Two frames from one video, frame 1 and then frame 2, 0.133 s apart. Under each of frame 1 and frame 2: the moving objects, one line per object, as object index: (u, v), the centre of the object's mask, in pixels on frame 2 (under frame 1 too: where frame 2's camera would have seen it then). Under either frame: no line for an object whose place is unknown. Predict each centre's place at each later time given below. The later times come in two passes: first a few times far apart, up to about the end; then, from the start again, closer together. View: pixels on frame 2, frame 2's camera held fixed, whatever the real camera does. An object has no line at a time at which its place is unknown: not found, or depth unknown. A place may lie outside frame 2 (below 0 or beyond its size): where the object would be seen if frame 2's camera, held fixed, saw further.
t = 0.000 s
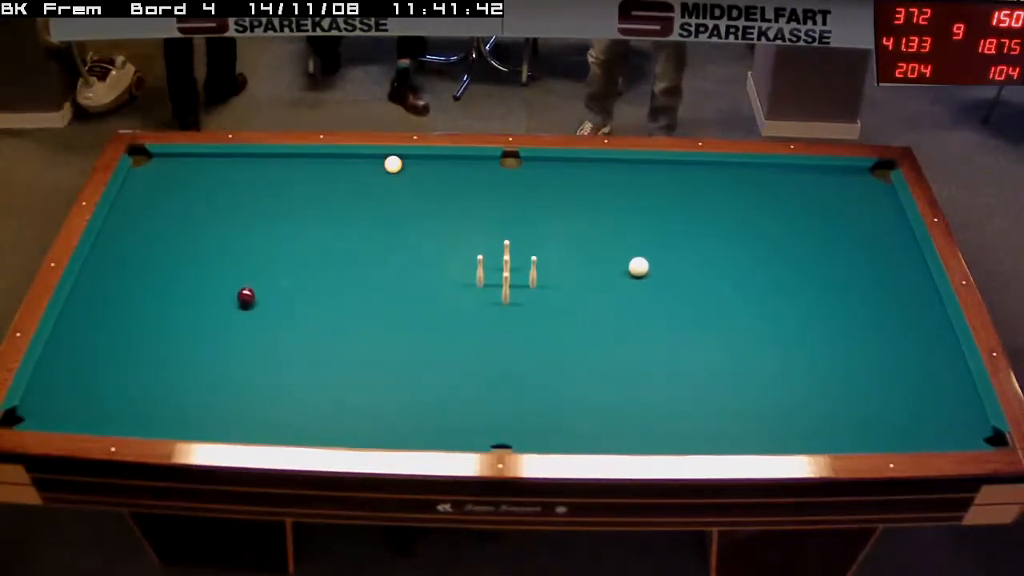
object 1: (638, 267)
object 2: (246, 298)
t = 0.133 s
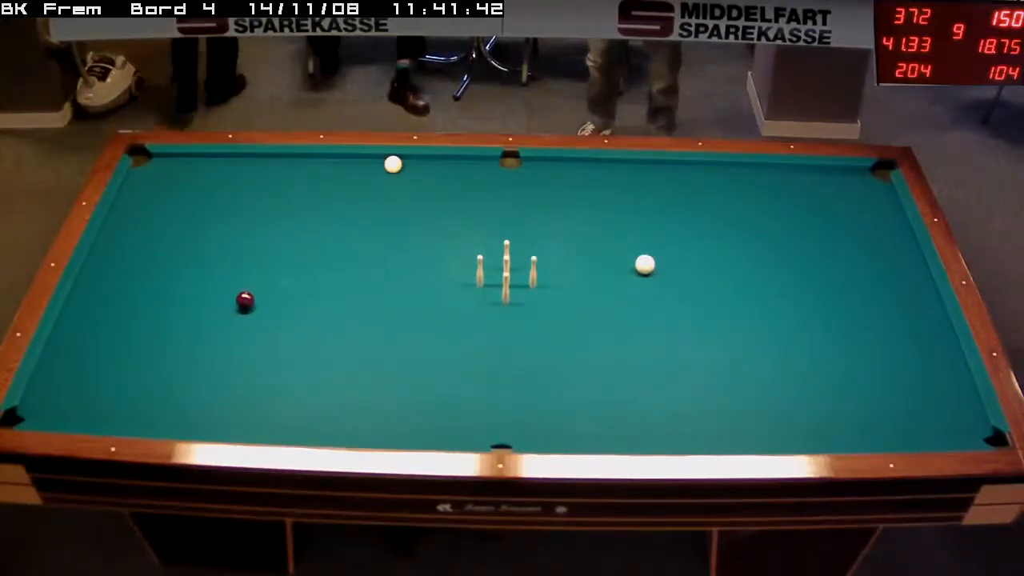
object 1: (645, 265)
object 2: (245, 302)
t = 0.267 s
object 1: (650, 263)
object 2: (244, 306)
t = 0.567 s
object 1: (663, 258)
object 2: (242, 313)
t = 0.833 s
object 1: (674, 254)
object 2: (241, 320)
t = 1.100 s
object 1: (683, 251)
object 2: (240, 326)
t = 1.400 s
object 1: (693, 248)
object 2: (239, 332)
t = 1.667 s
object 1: (701, 245)
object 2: (238, 336)
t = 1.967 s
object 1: (708, 243)
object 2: (238, 340)
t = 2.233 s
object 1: (714, 241)
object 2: (237, 343)
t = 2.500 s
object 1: (719, 239)
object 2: (237, 346)
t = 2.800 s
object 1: (724, 237)
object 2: (236, 347)
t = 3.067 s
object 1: (727, 236)
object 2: (236, 348)
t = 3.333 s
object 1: (730, 236)
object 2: (236, 348)
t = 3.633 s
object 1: (732, 235)
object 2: (236, 349)
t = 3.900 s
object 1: (733, 235)
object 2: (236, 349)
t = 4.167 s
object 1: (734, 235)
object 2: (236, 348)
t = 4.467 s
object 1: (734, 235)
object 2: (236, 348)
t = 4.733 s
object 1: (734, 235)
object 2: (236, 349)
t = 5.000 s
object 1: (734, 235)
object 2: (236, 349)
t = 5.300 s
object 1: (734, 235)
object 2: (236, 348)
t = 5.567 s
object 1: (734, 235)
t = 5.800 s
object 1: (734, 235)
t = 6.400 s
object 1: (734, 235)
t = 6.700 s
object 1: (734, 235)
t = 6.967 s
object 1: (734, 235)
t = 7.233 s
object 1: (734, 235)
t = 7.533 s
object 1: (734, 235)
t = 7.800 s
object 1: (734, 235)
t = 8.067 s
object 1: (734, 235)
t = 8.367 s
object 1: (734, 235)
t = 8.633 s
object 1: (734, 235)
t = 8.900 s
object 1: (734, 235)
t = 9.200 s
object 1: (734, 235)
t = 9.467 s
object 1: (734, 235)
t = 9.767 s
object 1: (734, 235)
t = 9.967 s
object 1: (734, 235)
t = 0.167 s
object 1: (646, 264)
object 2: (245, 303)
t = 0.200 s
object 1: (647, 263)
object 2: (245, 304)
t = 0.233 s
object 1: (649, 263)
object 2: (244, 305)
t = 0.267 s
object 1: (650, 263)
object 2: (244, 306)
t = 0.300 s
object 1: (652, 262)
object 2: (244, 306)
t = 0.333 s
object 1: (653, 261)
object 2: (244, 307)
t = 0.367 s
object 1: (655, 261)
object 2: (244, 308)
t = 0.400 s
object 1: (656, 260)
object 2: (243, 309)
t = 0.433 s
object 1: (658, 260)
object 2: (243, 310)
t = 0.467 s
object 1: (659, 259)
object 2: (243, 311)
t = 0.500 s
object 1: (660, 259)
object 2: (243, 312)
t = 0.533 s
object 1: (662, 259)
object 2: (243, 313)
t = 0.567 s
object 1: (663, 258)
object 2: (242, 313)
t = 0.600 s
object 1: (665, 258)
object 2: (242, 314)
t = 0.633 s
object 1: (666, 257)
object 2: (242, 315)
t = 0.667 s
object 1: (667, 257)
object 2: (242, 316)
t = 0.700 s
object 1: (669, 256)
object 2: (242, 317)
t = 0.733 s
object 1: (670, 256)
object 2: (242, 317)
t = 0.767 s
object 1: (671, 255)
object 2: (241, 318)
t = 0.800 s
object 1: (672, 255)
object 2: (241, 319)
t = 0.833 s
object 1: (674, 254)
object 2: (241, 320)
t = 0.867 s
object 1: (675, 254)
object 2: (241, 321)
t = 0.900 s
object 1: (676, 254)
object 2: (241, 321)
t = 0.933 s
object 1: (677, 253)
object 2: (241, 322)
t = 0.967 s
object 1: (679, 253)
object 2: (240, 323)
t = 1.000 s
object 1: (680, 253)
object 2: (240, 324)
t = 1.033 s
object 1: (681, 252)
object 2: (240, 324)
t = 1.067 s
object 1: (682, 252)
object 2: (240, 325)
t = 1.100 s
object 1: (683, 251)
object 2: (240, 326)
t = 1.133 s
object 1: (685, 251)
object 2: (240, 326)
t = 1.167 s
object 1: (686, 251)
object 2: (240, 327)
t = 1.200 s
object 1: (687, 250)
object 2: (240, 328)
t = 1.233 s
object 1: (688, 250)
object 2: (240, 328)
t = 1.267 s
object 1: (689, 249)
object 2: (240, 329)
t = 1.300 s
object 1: (690, 249)
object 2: (240, 330)
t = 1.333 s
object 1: (691, 249)
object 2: (239, 330)
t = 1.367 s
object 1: (692, 249)
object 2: (239, 331)
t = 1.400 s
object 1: (693, 248)
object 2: (239, 332)
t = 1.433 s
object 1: (694, 248)
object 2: (239, 332)
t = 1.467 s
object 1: (695, 247)
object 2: (239, 333)
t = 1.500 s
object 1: (696, 247)
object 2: (239, 334)
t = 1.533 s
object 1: (697, 247)
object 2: (239, 334)
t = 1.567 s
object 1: (698, 246)
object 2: (239, 334)
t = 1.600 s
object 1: (699, 246)
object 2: (239, 335)
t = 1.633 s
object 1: (700, 246)
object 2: (238, 336)
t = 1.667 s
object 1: (701, 245)
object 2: (238, 336)
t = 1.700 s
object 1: (702, 245)
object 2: (238, 337)
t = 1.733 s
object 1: (702, 245)
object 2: (238, 337)
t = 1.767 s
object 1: (703, 245)
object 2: (238, 338)
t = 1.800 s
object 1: (704, 244)
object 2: (238, 338)
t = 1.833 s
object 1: (705, 244)
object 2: (238, 339)
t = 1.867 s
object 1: (706, 244)
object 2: (238, 339)
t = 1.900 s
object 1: (707, 243)
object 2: (238, 340)
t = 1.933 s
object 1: (708, 243)
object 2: (238, 340)
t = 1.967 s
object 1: (708, 243)
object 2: (238, 340)
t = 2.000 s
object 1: (709, 243)
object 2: (238, 340)
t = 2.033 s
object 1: (710, 242)
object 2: (238, 341)
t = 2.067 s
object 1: (711, 242)
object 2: (237, 341)
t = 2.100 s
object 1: (711, 242)
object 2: (237, 342)
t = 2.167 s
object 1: (713, 241)
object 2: (237, 343)
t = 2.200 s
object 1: (713, 241)
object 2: (237, 343)
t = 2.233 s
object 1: (714, 241)
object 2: (237, 343)
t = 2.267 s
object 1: (715, 241)
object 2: (237, 344)
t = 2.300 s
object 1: (716, 240)
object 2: (237, 344)
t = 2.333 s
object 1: (716, 240)
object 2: (237, 344)
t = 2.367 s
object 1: (717, 240)
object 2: (237, 345)
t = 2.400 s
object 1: (717, 240)
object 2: (237, 345)
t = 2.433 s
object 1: (718, 240)
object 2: (237, 345)
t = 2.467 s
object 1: (719, 239)
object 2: (237, 345)
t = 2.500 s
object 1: (719, 239)
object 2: (237, 346)
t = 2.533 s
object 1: (720, 239)
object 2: (237, 346)
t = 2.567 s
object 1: (720, 239)
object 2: (237, 346)
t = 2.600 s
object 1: (721, 239)
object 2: (237, 346)
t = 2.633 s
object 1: (721, 238)
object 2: (237, 347)
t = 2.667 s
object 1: (722, 238)
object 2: (237, 347)
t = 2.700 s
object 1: (722, 238)
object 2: (237, 347)
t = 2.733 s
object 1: (723, 238)
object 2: (236, 346)
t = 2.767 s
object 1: (723, 237)
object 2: (236, 347)
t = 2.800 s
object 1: (724, 237)
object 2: (236, 347)
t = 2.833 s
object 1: (724, 237)
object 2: (236, 347)
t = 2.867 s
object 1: (725, 237)
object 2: (236, 347)
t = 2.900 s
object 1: (725, 237)
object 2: (236, 348)
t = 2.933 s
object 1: (726, 237)
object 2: (236, 348)
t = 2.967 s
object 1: (726, 237)
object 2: (236, 348)
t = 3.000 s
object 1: (726, 237)
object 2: (236, 348)
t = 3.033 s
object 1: (727, 236)
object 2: (236, 348)
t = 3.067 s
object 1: (727, 236)
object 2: (236, 348)
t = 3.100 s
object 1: (728, 236)
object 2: (236, 348)
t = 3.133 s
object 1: (728, 236)
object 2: (236, 348)
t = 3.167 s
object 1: (728, 236)
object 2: (236, 348)
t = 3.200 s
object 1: (729, 236)
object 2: (236, 348)
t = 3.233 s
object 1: (729, 236)
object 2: (236, 348)
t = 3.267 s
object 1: (729, 236)
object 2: (236, 348)
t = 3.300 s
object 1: (730, 236)
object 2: (236, 348)
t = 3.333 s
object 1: (730, 236)
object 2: (236, 348)
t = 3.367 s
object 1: (730, 236)
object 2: (236, 349)
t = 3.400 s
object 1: (731, 235)
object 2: (236, 349)
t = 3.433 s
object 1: (731, 235)
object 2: (236, 349)
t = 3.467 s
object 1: (731, 235)
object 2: (236, 349)
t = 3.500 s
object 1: (731, 235)
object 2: (236, 349)
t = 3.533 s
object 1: (732, 235)
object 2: (236, 349)
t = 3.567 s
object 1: (732, 235)
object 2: (236, 349)
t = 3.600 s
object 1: (732, 235)
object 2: (236, 349)
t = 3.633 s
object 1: (732, 235)
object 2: (236, 349)
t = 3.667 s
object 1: (732, 235)
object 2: (236, 349)
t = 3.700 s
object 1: (732, 235)
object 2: (236, 349)
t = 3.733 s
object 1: (733, 235)
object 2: (236, 349)
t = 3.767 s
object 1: (733, 235)
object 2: (236, 349)
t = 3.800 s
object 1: (733, 235)
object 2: (236, 349)
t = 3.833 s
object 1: (733, 235)
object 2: (236, 349)
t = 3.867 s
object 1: (733, 235)
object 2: (236, 349)
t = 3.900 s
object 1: (733, 235)
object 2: (236, 349)
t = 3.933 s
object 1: (733, 235)
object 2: (236, 349)
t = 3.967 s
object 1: (733, 235)
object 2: (236, 349)
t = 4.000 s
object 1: (733, 235)
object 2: (236, 349)
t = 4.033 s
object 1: (733, 235)
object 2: (236, 349)
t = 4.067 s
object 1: (734, 235)
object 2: (236, 349)
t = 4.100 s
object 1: (734, 235)
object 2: (236, 349)
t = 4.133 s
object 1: (734, 235)
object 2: (236, 348)
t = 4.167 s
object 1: (734, 235)
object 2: (236, 348)
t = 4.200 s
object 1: (734, 235)
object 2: (236, 348)
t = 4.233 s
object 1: (734, 235)
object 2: (236, 348)
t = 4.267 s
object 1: (734, 235)
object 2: (236, 348)
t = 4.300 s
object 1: (734, 235)
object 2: (236, 348)
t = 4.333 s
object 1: (734, 235)
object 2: (236, 349)
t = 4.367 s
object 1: (734, 235)
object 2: (236, 348)
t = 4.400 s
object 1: (734, 235)
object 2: (236, 348)
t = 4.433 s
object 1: (734, 235)
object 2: (236, 348)
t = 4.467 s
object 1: (734, 235)
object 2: (236, 348)
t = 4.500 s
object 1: (734, 235)
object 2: (236, 349)
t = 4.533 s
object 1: (734, 235)
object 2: (236, 349)
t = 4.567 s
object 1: (734, 235)
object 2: (236, 349)
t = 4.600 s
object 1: (734, 235)
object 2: (236, 349)
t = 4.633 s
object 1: (734, 235)
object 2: (236, 349)
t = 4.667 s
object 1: (734, 235)
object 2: (236, 349)
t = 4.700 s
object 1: (734, 235)
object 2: (236, 349)
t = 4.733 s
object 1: (734, 235)
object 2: (236, 349)
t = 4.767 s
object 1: (734, 235)
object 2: (236, 349)
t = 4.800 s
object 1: (734, 235)
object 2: (236, 349)
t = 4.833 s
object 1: (734, 235)
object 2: (236, 349)
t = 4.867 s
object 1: (734, 235)
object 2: (236, 349)
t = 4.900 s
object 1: (734, 235)
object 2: (236, 349)
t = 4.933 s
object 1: (734, 235)
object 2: (236, 349)
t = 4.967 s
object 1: (734, 235)
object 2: (236, 349)
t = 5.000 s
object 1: (734, 235)
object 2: (236, 349)
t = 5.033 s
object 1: (734, 235)
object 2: (236, 349)
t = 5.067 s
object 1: (734, 235)
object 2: (236, 348)
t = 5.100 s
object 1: (734, 235)
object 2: (236, 349)
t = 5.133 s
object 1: (734, 235)
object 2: (236, 349)
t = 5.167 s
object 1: (734, 235)
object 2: (236, 349)
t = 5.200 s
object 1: (734, 235)
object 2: (236, 348)
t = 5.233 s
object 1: (734, 235)
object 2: (236, 348)
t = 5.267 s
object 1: (734, 235)
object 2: (236, 348)
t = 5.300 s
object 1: (734, 235)
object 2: (236, 348)
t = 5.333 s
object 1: (734, 235)
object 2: (236, 348)
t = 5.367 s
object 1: (734, 235)
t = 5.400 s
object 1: (734, 235)
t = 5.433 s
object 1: (734, 235)
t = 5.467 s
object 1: (734, 235)
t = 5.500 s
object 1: (734, 235)
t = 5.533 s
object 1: (734, 235)
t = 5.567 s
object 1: (734, 235)
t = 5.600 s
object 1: (734, 235)
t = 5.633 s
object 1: (734, 235)
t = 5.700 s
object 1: (734, 235)
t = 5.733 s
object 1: (734, 235)
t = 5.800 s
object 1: (734, 235)
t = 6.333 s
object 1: (734, 235)
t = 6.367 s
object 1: (734, 235)
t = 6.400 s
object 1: (734, 235)
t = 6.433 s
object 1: (734, 235)
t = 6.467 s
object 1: (734, 235)
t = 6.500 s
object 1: (734, 235)
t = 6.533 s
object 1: (734, 235)
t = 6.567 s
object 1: (734, 235)
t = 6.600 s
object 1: (734, 235)
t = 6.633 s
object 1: (734, 235)
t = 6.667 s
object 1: (734, 235)
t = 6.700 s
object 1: (734, 235)
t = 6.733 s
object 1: (734, 235)
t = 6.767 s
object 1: (733, 235)
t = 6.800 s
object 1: (734, 235)
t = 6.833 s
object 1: (734, 235)
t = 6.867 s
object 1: (734, 235)
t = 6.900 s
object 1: (734, 235)
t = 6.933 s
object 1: (734, 235)
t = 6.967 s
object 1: (734, 235)
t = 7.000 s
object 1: (734, 235)
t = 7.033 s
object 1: (734, 235)
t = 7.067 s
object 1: (734, 235)
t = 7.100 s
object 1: (734, 235)
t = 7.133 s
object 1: (734, 235)
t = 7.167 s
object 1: (734, 235)
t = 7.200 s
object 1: (734, 235)
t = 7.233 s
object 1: (734, 235)
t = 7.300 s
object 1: (734, 235)
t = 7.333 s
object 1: (734, 235)
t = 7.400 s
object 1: (734, 235)
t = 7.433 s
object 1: (734, 235)
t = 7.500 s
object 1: (734, 235)
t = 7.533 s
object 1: (734, 235)
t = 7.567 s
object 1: (734, 235)
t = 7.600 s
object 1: (734, 235)
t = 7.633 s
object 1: (734, 235)
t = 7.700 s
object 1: (734, 235)
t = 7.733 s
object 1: (734, 235)
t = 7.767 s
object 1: (734, 235)
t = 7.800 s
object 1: (734, 235)
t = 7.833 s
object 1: (734, 235)
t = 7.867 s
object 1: (734, 235)
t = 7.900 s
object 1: (734, 235)
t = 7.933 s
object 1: (734, 235)
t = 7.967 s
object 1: (734, 235)
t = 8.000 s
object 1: (734, 235)
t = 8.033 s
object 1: (734, 235)
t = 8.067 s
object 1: (734, 235)
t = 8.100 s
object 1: (734, 235)
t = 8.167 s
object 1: (734, 235)
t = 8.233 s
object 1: (734, 235)
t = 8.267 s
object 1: (734, 235)
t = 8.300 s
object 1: (734, 235)
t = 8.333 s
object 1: (734, 235)
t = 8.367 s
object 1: (734, 235)
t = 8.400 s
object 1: (734, 235)
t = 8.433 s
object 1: (734, 235)
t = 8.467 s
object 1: (734, 235)
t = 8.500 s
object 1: (734, 235)
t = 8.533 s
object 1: (734, 235)
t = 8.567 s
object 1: (734, 235)
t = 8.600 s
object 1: (734, 235)
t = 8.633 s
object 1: (734, 235)
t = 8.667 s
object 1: (734, 235)
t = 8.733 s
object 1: (734, 235)
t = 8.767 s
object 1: (734, 235)
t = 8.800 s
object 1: (734, 235)
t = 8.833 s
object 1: (734, 235)
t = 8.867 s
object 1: (734, 235)
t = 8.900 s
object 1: (734, 235)
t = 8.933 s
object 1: (734, 235)
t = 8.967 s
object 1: (734, 235)
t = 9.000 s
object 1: (734, 235)
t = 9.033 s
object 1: (734, 235)
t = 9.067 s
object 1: (734, 235)
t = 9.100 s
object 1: (734, 235)
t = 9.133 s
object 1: (734, 235)
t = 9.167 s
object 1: (734, 235)
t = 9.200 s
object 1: (734, 235)
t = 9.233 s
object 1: (734, 235)
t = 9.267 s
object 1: (734, 235)
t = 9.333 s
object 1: (734, 235)
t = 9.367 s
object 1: (734, 235)
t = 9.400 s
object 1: (734, 235)
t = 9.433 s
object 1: (734, 235)
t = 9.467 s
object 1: (734, 235)
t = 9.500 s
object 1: (734, 235)
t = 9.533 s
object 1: (734, 235)
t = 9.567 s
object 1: (734, 235)
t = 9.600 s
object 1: (734, 235)
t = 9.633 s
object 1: (734, 235)
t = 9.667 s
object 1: (734, 235)
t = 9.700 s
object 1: (734, 235)
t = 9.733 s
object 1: (734, 235)
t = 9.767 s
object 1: (734, 235)
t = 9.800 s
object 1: (734, 235)
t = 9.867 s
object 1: (734, 235)
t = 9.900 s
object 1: (734, 235)
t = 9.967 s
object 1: (734, 235)
